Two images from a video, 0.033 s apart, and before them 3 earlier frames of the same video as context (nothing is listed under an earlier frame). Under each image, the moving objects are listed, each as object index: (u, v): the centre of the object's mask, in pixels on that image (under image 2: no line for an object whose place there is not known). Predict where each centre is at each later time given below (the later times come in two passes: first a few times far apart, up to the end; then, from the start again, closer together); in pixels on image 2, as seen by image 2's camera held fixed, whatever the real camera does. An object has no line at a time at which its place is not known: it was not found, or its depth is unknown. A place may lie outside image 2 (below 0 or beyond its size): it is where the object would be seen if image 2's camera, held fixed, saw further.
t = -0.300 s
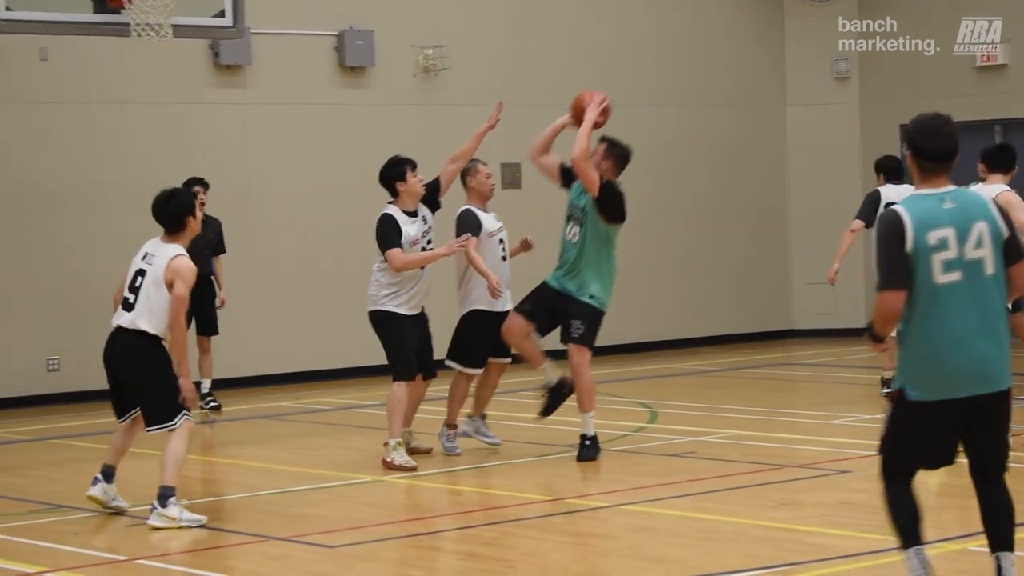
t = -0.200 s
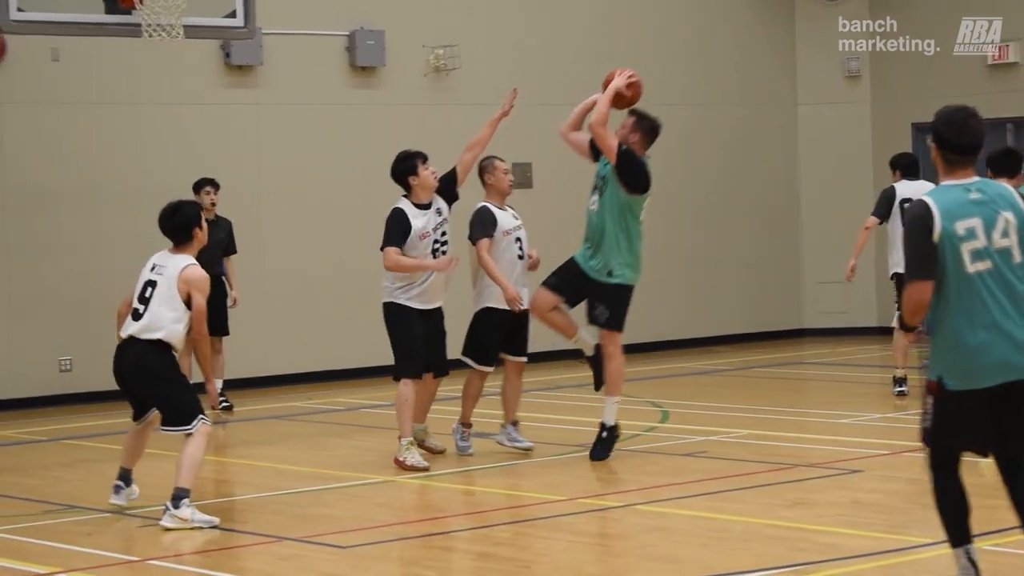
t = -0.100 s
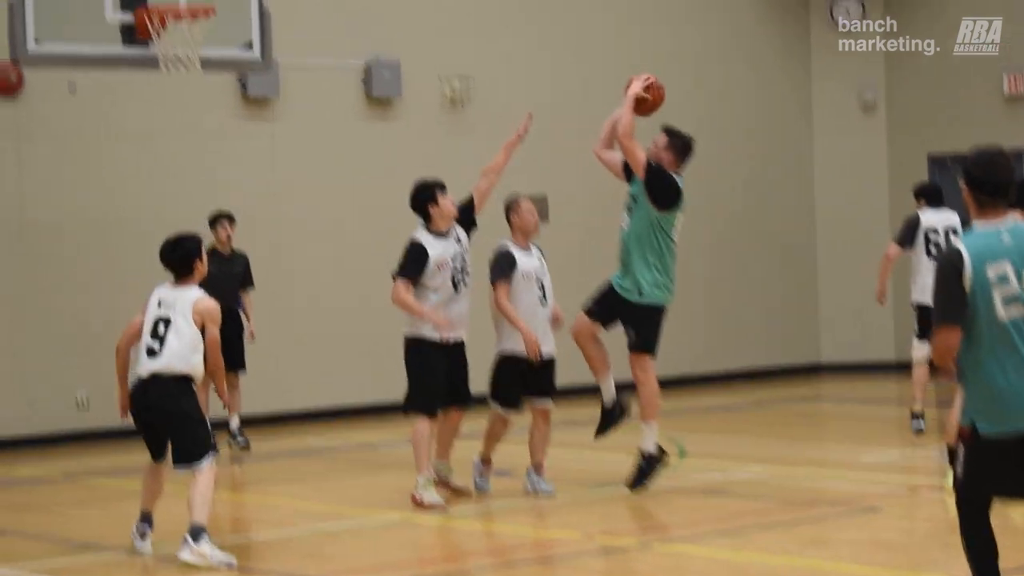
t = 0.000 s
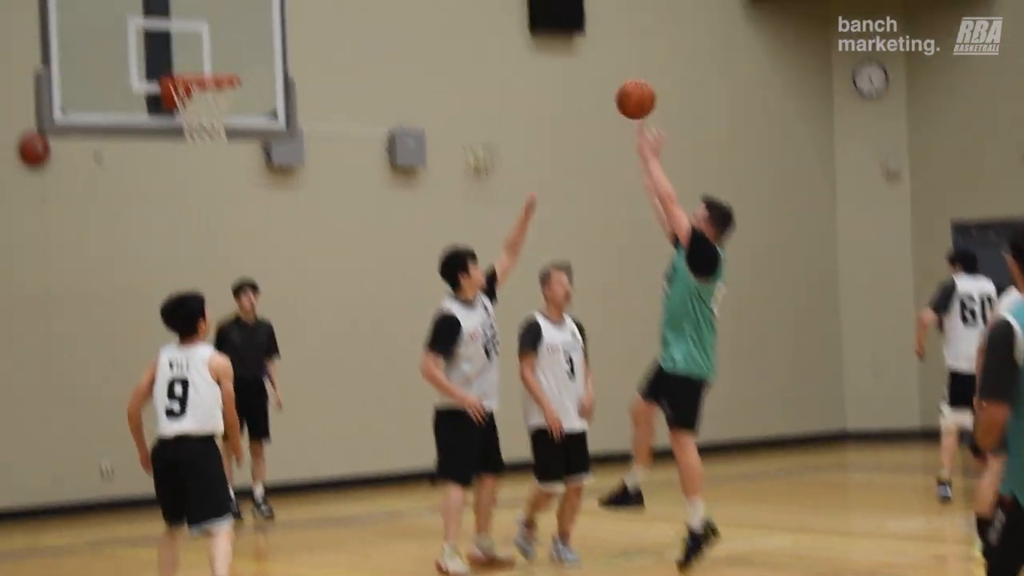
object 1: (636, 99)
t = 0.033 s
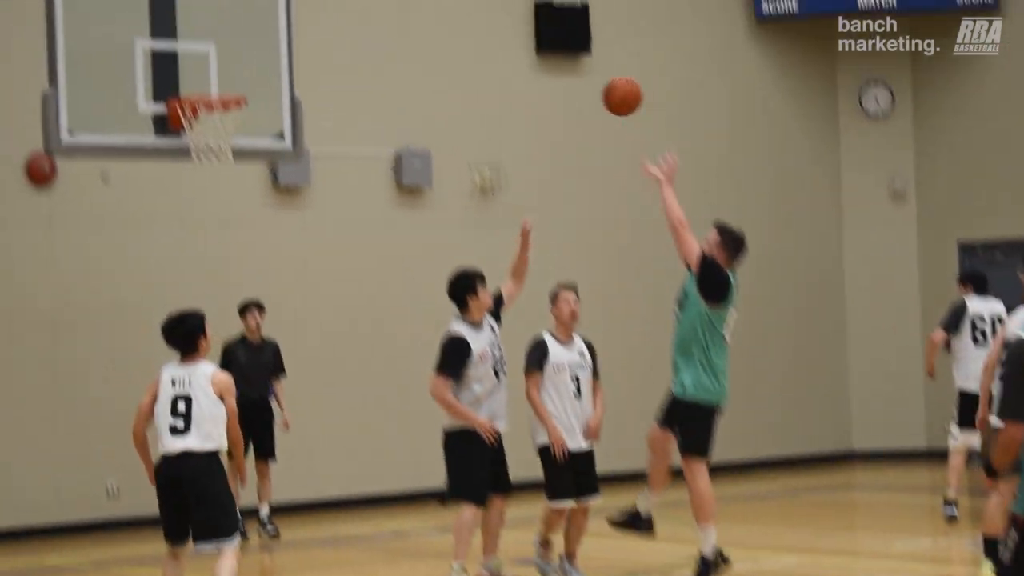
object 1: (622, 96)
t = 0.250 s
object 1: (500, -11)
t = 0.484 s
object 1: (377, -39)
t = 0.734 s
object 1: (255, 23)
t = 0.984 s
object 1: (228, 127)
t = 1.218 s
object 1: (220, 148)
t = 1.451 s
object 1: (196, 236)
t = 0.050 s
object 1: (613, 85)
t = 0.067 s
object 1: (603, 75)
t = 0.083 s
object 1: (594, 65)
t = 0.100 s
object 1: (584, 55)
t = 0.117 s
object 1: (574, 46)
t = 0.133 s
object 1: (564, 37)
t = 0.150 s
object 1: (555, 28)
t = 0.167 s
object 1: (546, 21)
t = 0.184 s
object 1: (538, 14)
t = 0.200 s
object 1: (528, 7)
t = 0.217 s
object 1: (518, 0)
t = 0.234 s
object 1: (509, -5)
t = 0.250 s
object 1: (500, -11)
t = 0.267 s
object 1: (491, -16)
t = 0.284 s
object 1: (482, -20)
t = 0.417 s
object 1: (411, -39)
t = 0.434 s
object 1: (402, -40)
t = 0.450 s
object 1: (394, -40)
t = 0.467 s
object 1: (386, -40)
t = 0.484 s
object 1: (377, -39)
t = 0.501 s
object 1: (369, -38)
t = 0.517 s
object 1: (361, -36)
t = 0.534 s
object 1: (352, -34)
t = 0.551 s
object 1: (344, -31)
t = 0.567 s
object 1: (336, -28)
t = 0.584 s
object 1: (328, -25)
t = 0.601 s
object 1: (320, -21)
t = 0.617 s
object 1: (312, -17)
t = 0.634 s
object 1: (304, -13)
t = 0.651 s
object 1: (296, -8)
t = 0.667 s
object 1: (288, -2)
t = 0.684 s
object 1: (280, 4)
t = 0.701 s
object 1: (271, 10)
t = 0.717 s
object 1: (263, 17)
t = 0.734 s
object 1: (255, 23)
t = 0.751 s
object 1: (248, 31)
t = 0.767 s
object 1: (240, 39)
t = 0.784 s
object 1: (232, 48)
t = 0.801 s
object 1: (224, 57)
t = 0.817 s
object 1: (216, 66)
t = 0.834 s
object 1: (208, 75)
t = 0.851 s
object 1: (200, 83)
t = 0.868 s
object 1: (193, 88)
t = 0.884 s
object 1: (197, 98)
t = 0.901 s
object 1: (204, 107)
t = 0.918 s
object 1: (206, 114)
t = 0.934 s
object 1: (213, 117)
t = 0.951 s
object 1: (218, 125)
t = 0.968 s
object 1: (224, 128)
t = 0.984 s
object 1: (228, 127)
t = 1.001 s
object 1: (230, 125)
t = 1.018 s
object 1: (232, 124)
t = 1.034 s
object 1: (232, 125)
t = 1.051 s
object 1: (231, 127)
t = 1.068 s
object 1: (231, 128)
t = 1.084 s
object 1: (231, 129)
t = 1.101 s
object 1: (230, 130)
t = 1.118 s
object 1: (229, 131)
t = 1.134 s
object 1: (229, 135)
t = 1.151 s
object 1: (227, 136)
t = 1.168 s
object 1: (226, 141)
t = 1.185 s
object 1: (223, 142)
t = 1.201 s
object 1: (222, 145)
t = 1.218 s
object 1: (220, 148)
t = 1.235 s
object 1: (219, 151)
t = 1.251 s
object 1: (217, 155)
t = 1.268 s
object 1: (215, 158)
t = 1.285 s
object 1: (213, 166)
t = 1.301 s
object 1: (212, 170)
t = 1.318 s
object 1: (210, 175)
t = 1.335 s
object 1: (208, 181)
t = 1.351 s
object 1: (206, 187)
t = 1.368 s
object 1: (204, 194)
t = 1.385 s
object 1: (203, 201)
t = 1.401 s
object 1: (201, 210)
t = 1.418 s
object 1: (199, 218)
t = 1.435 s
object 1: (197, 226)
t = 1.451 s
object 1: (196, 236)
